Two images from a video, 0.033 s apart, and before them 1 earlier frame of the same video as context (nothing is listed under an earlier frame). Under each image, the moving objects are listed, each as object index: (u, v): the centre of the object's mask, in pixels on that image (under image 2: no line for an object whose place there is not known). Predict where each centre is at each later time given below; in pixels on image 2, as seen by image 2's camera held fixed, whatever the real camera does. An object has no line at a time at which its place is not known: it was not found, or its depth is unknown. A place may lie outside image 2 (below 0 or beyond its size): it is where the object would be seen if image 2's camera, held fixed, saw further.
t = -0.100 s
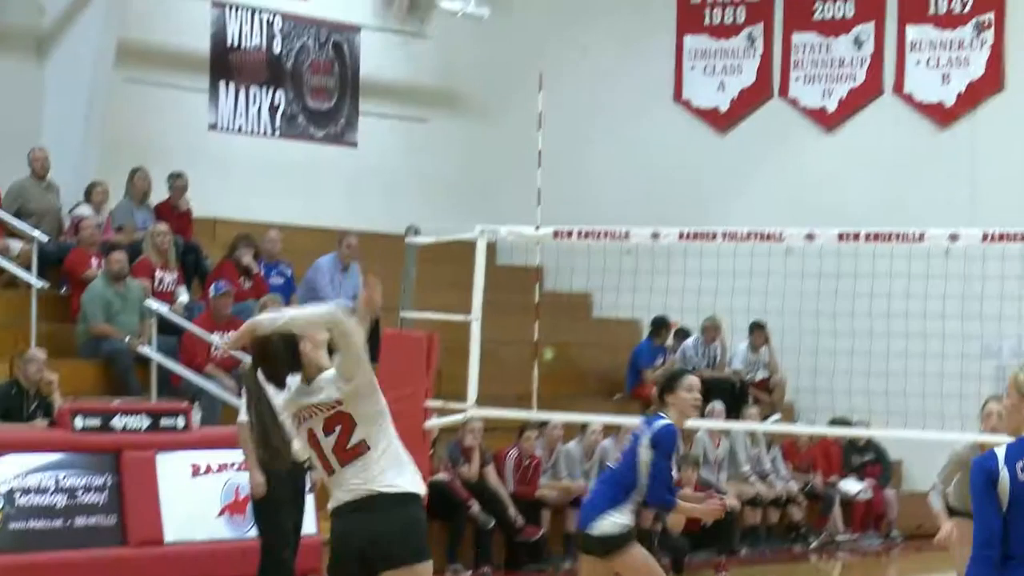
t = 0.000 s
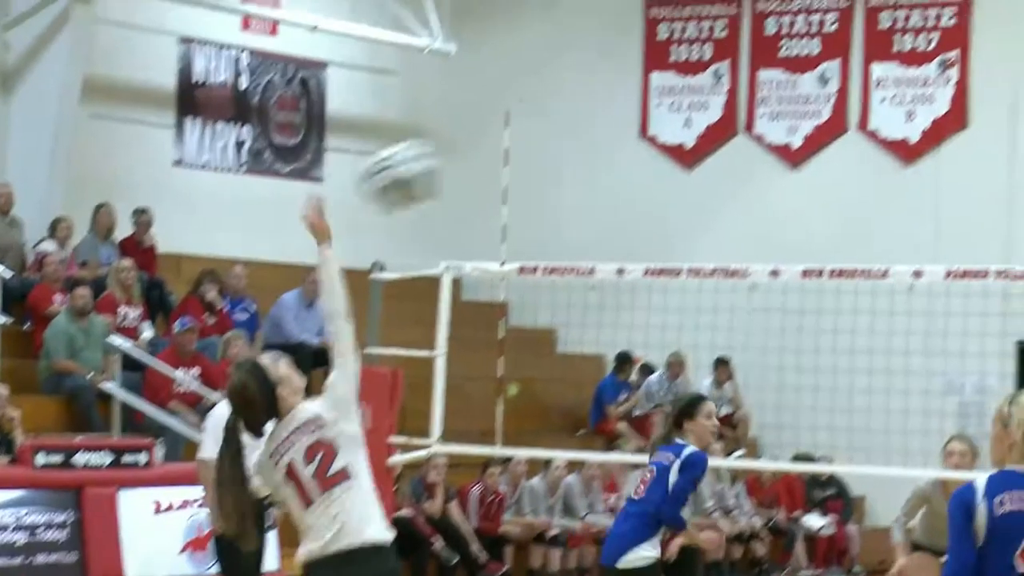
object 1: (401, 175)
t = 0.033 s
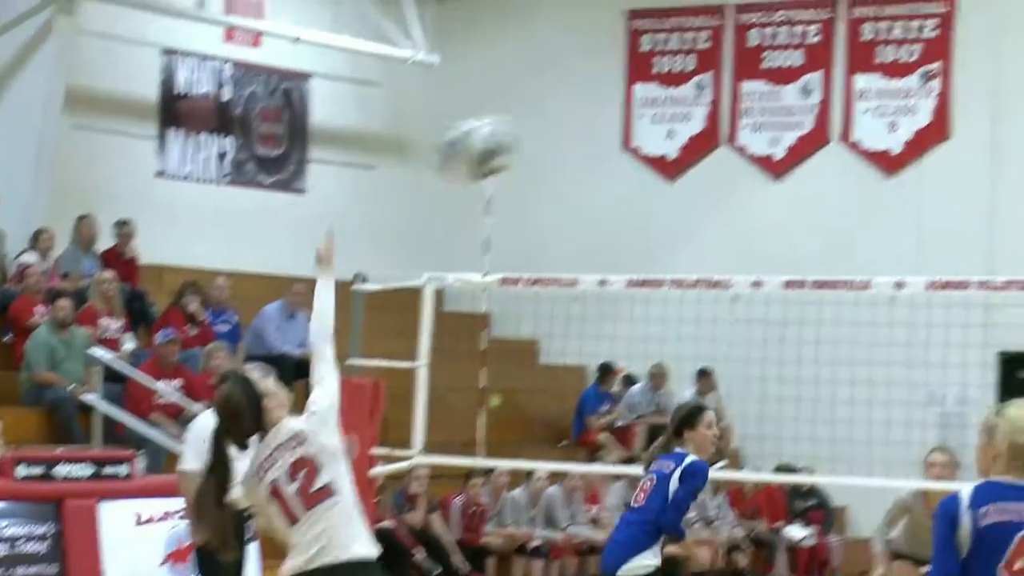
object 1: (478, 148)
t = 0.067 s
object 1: (566, 113)
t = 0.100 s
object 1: (654, 79)
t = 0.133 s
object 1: (736, 53)
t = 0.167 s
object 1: (816, 30)
